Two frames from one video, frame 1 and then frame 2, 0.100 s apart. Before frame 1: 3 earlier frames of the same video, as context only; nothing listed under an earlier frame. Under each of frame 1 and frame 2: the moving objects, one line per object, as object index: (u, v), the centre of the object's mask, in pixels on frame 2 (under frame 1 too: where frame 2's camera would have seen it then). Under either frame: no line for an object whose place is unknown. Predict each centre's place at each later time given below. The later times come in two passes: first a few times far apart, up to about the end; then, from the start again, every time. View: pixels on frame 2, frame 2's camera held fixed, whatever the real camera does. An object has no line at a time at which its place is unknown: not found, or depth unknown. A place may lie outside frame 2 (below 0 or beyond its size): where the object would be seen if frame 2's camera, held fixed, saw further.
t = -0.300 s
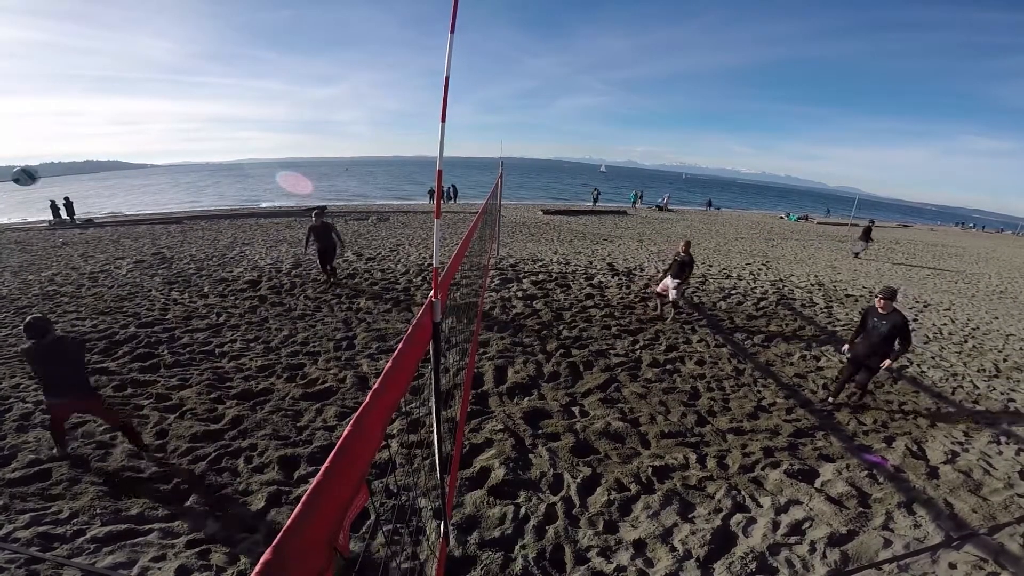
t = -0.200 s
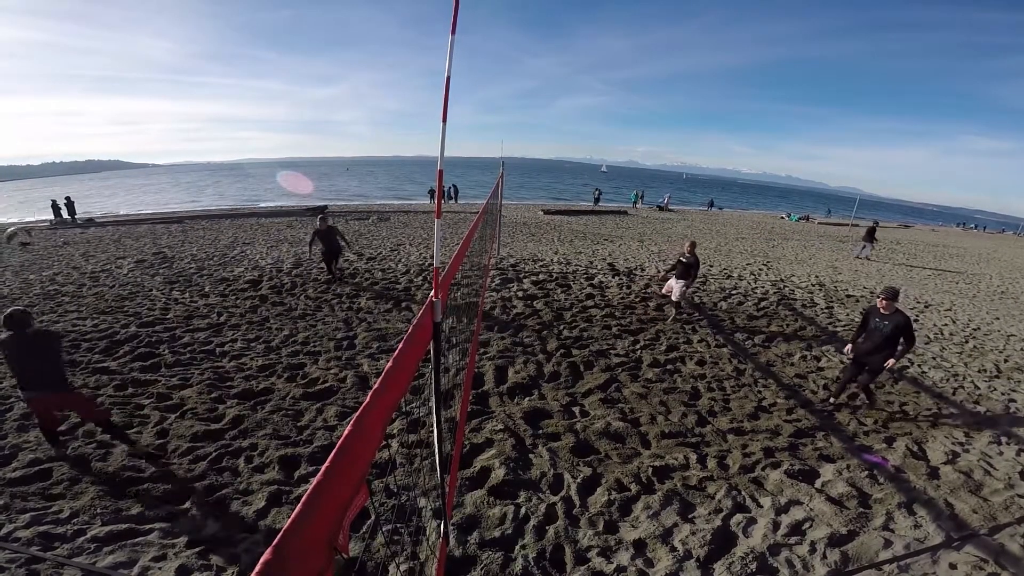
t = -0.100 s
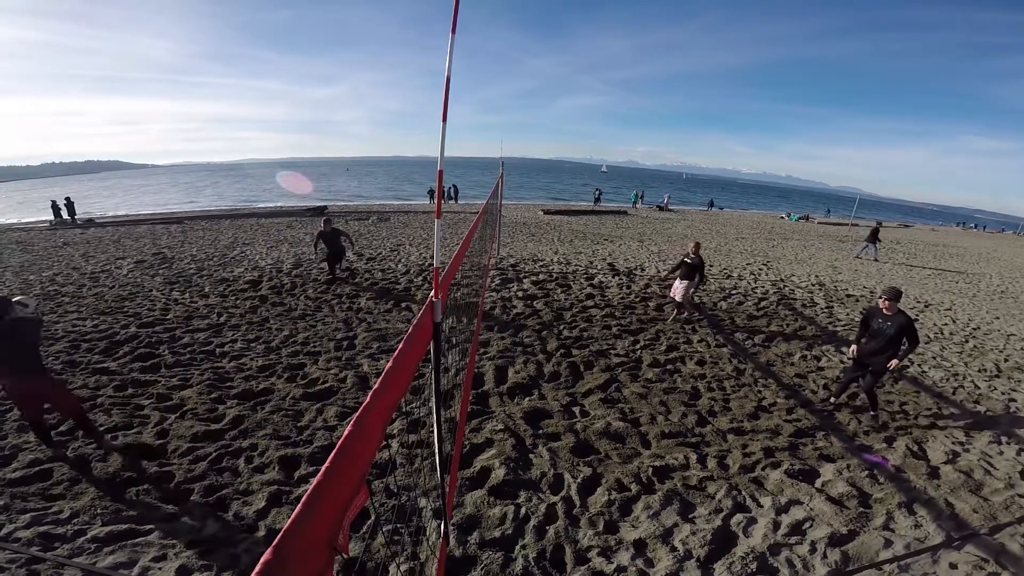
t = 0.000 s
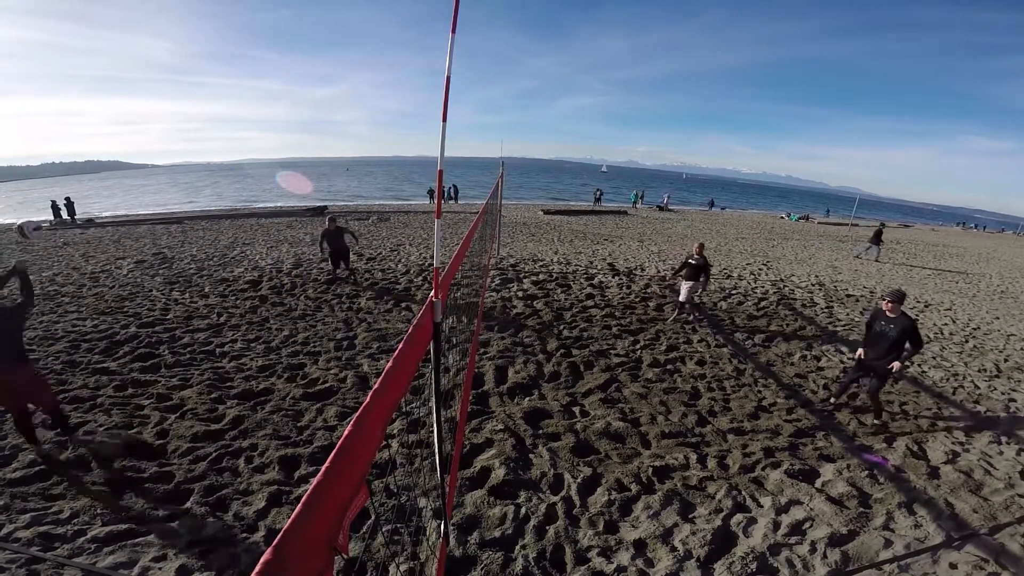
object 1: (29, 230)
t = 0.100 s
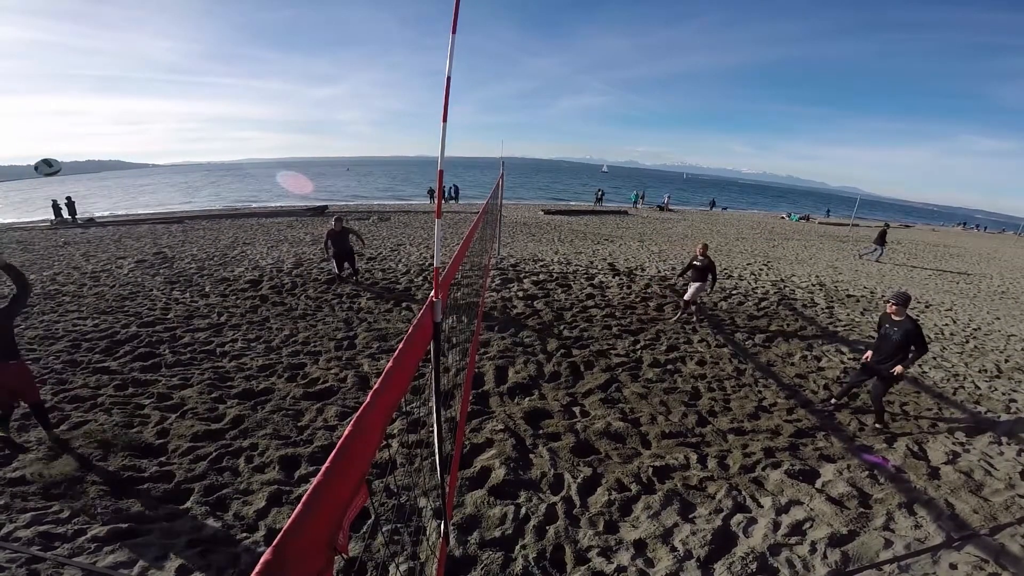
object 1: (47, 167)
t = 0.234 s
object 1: (82, 107)
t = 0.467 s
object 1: (145, 51)
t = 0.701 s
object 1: (195, 39)
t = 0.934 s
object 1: (232, 60)
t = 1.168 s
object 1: (261, 108)
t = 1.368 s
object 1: (283, 167)
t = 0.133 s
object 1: (55, 150)
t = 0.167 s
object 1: (64, 134)
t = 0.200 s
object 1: (73, 120)
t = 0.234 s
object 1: (82, 107)
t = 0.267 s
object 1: (91, 95)
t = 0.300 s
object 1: (101, 85)
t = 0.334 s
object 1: (110, 76)
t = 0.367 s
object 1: (119, 68)
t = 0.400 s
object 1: (128, 62)
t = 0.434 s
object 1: (137, 56)
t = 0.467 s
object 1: (145, 51)
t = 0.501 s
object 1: (153, 47)
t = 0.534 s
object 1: (161, 44)
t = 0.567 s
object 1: (168, 41)
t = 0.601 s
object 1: (176, 40)
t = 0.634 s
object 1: (182, 39)
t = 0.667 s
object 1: (189, 39)
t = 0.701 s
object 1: (195, 39)
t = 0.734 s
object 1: (201, 40)
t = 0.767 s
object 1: (207, 42)
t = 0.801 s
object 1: (212, 45)
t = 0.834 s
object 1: (217, 48)
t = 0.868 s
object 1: (222, 51)
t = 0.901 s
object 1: (227, 55)
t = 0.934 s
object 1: (232, 60)
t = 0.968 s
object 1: (236, 65)
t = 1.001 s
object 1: (241, 71)
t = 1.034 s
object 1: (245, 77)
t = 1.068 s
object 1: (249, 84)
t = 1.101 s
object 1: (253, 92)
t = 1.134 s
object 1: (257, 99)
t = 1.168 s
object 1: (261, 108)
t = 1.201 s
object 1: (265, 117)
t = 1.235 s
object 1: (269, 126)
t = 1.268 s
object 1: (272, 136)
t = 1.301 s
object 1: (276, 146)
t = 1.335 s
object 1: (279, 157)
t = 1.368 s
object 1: (283, 167)
